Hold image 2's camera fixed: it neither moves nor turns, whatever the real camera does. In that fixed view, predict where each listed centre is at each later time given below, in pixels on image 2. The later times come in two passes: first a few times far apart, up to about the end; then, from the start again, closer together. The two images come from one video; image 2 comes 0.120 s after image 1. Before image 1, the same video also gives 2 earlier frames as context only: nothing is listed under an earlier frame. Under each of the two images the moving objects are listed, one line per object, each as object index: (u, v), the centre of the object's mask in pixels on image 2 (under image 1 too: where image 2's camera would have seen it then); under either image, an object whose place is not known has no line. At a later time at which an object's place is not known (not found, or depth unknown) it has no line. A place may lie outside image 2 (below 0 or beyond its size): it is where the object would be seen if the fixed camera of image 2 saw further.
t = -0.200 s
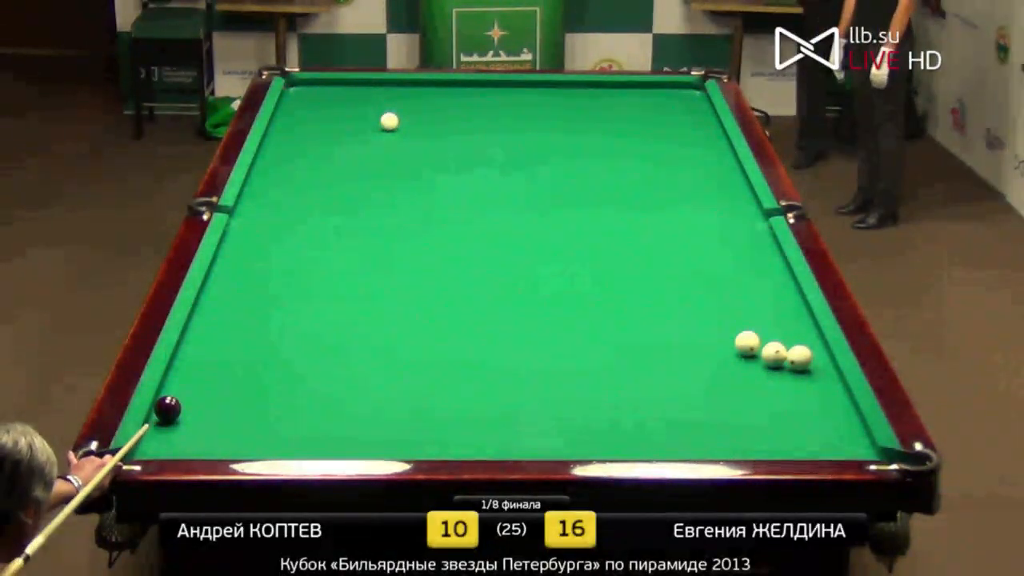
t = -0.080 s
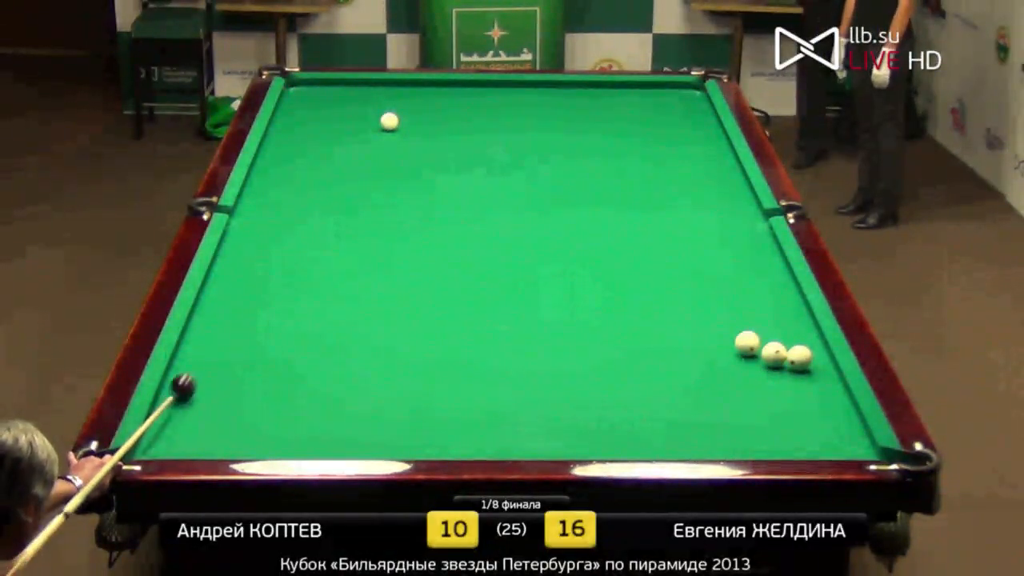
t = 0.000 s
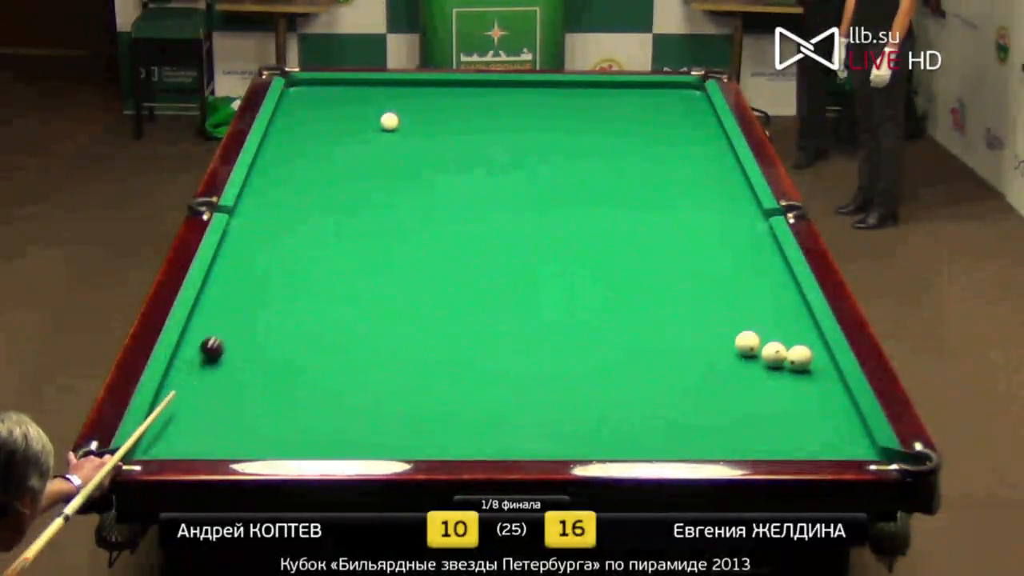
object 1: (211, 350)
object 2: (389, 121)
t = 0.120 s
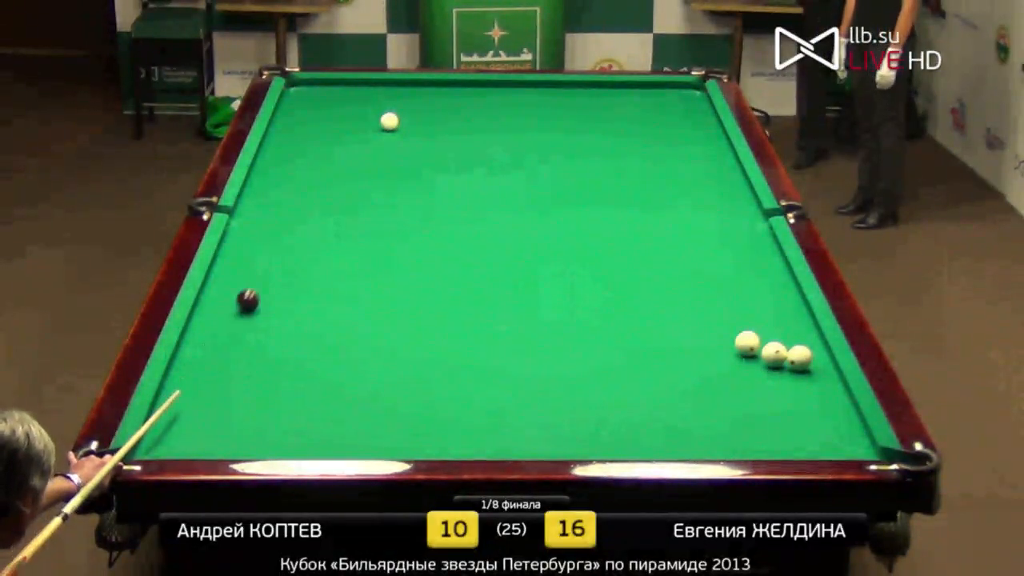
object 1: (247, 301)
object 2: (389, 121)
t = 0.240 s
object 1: (278, 258)
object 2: (389, 121)
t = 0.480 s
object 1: (331, 188)
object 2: (389, 121)
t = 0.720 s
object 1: (372, 131)
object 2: (389, 121)
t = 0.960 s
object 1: (326, 108)
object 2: (464, 99)
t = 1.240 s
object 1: (297, 83)
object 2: (526, 85)
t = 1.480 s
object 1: (316, 91)
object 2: (558, 95)
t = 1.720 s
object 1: (330, 102)
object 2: (591, 104)
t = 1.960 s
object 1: (344, 112)
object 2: (624, 114)
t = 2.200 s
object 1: (358, 123)
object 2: (657, 123)
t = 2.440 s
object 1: (372, 134)
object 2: (691, 133)
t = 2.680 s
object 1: (387, 145)
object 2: (722, 142)
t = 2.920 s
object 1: (402, 156)
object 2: (708, 150)
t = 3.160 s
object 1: (417, 167)
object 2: (694, 158)
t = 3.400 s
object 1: (432, 179)
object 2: (680, 167)
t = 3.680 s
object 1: (450, 192)
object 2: (663, 177)
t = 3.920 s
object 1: (465, 203)
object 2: (650, 185)
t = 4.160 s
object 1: (481, 215)
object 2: (635, 192)
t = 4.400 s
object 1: (496, 227)
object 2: (621, 201)
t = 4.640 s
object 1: (512, 238)
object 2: (608, 208)
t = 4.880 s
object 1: (528, 250)
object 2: (594, 216)
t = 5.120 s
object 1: (544, 261)
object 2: (580, 224)
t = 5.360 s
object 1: (560, 273)
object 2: (566, 231)
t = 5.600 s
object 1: (575, 285)
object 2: (553, 238)
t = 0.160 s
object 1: (258, 286)
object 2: (389, 121)
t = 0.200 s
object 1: (269, 272)
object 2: (389, 121)
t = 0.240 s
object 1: (278, 258)
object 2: (389, 121)
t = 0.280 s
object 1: (289, 245)
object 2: (389, 121)
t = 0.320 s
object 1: (298, 233)
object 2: (389, 121)
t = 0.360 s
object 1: (306, 221)
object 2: (389, 121)
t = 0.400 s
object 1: (315, 209)
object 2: (389, 121)
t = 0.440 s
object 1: (323, 198)
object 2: (389, 121)
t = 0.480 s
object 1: (331, 188)
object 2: (389, 121)
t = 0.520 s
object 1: (338, 177)
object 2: (389, 121)
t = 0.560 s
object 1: (345, 167)
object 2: (389, 121)
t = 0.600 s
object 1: (353, 157)
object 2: (389, 121)
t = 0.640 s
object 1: (359, 148)
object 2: (389, 121)
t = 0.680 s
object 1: (366, 139)
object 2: (389, 121)
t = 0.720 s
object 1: (372, 131)
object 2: (389, 121)
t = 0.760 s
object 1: (372, 124)
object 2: (395, 119)
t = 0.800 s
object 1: (362, 121)
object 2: (410, 115)
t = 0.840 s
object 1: (352, 118)
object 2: (425, 110)
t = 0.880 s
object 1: (342, 115)
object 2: (439, 106)
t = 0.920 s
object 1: (333, 112)
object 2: (452, 102)
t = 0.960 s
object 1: (326, 108)
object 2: (464, 99)
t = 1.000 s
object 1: (318, 104)
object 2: (476, 95)
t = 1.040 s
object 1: (312, 101)
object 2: (486, 92)
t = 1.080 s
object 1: (305, 96)
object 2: (496, 89)
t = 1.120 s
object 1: (299, 93)
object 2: (505, 86)
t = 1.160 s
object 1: (293, 88)
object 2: (514, 83)
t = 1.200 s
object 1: (292, 85)
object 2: (521, 83)
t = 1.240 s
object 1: (297, 83)
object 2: (526, 85)
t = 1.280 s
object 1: (304, 82)
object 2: (531, 87)
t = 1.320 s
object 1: (307, 84)
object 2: (537, 89)
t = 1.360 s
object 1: (308, 86)
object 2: (542, 91)
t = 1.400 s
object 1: (312, 88)
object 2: (547, 92)
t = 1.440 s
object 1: (314, 90)
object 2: (553, 93)
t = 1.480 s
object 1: (316, 91)
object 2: (558, 95)
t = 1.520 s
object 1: (319, 93)
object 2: (563, 97)
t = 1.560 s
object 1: (321, 95)
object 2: (569, 98)
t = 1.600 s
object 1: (323, 97)
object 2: (574, 100)
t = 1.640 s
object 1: (325, 99)
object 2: (579, 101)
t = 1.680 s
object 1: (328, 100)
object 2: (585, 103)
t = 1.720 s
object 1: (330, 102)
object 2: (591, 104)
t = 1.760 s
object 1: (332, 104)
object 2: (596, 106)
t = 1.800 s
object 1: (335, 105)
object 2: (602, 107)
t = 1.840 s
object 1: (337, 107)
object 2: (607, 109)
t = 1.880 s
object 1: (339, 109)
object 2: (613, 111)
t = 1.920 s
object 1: (341, 111)
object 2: (618, 112)
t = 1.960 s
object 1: (344, 112)
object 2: (624, 114)
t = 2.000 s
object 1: (346, 114)
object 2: (629, 115)
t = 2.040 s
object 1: (348, 116)
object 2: (634, 117)
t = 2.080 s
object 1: (351, 118)
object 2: (640, 118)
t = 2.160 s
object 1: (356, 122)
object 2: (651, 122)
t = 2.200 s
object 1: (358, 123)
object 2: (657, 123)
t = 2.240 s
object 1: (360, 125)
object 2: (663, 125)
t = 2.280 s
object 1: (363, 127)
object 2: (668, 126)
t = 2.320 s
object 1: (365, 129)
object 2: (674, 128)
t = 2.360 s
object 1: (367, 130)
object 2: (679, 129)
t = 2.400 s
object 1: (370, 132)
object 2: (685, 131)
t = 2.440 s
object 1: (372, 134)
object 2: (691, 133)
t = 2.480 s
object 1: (375, 136)
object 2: (696, 134)
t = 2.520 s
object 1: (377, 138)
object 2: (702, 136)
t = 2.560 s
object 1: (380, 139)
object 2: (707, 137)
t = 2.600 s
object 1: (382, 141)
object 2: (713, 139)
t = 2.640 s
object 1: (384, 143)
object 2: (719, 141)
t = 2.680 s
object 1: (387, 145)
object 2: (722, 142)
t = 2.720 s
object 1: (389, 147)
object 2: (719, 143)
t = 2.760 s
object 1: (392, 149)
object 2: (717, 145)
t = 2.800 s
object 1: (394, 150)
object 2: (714, 146)
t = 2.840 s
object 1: (397, 152)
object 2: (712, 148)
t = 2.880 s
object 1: (399, 154)
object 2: (710, 149)
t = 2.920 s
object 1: (402, 156)
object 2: (708, 150)
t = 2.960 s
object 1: (404, 158)
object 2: (705, 152)
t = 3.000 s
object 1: (407, 160)
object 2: (703, 153)
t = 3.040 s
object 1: (409, 162)
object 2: (701, 154)
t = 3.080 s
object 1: (412, 164)
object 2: (698, 156)
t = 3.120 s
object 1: (414, 166)
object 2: (696, 157)
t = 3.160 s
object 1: (417, 167)
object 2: (694, 158)
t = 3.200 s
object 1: (419, 169)
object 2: (692, 160)
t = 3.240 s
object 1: (422, 171)
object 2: (689, 161)
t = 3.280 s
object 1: (424, 173)
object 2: (687, 163)
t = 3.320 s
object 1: (427, 175)
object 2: (685, 164)
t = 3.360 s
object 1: (430, 177)
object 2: (682, 165)
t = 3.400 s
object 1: (432, 179)
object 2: (680, 167)
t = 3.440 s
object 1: (436, 181)
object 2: (676, 169)
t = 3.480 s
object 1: (437, 182)
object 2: (675, 170)
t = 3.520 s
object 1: (440, 184)
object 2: (673, 171)
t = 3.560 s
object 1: (442, 186)
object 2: (671, 172)
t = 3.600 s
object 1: (445, 188)
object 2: (668, 174)
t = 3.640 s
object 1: (449, 191)
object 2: (665, 176)
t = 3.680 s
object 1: (450, 192)
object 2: (663, 177)
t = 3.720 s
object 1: (452, 194)
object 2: (661, 178)
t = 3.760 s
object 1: (455, 196)
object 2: (659, 179)
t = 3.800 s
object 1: (458, 198)
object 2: (656, 180)
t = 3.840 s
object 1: (460, 199)
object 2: (654, 182)
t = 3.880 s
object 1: (463, 201)
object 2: (652, 183)
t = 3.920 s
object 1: (465, 203)
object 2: (650, 185)
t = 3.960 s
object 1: (468, 205)
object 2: (647, 186)
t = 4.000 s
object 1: (470, 207)
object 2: (645, 187)
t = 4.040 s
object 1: (473, 209)
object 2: (642, 189)
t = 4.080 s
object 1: (476, 211)
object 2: (640, 190)
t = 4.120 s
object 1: (478, 213)
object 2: (638, 191)
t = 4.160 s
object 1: (481, 215)
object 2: (635, 192)
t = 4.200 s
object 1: (483, 217)
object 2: (633, 194)
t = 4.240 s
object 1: (486, 219)
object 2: (631, 195)
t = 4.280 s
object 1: (489, 221)
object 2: (628, 197)
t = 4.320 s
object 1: (491, 223)
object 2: (626, 198)
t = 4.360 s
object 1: (494, 225)
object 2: (624, 199)
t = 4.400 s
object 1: (496, 227)
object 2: (621, 201)
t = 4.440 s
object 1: (499, 228)
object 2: (619, 202)
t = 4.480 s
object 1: (502, 231)
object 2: (616, 203)
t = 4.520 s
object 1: (504, 233)
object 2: (614, 204)
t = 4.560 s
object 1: (507, 234)
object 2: (612, 206)
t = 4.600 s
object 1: (509, 236)
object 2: (610, 207)
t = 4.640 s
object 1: (512, 238)
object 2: (608, 208)
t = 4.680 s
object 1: (515, 240)
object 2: (605, 210)
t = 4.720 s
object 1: (517, 242)
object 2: (603, 211)
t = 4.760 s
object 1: (520, 244)
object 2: (601, 212)
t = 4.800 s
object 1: (523, 246)
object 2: (598, 214)
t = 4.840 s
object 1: (525, 248)
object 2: (596, 215)
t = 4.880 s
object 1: (528, 250)
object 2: (594, 216)
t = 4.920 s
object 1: (530, 252)
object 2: (591, 218)
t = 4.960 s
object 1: (533, 254)
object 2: (589, 219)
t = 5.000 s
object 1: (536, 255)
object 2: (587, 220)
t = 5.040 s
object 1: (538, 258)
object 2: (584, 221)
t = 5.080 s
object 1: (541, 259)
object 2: (582, 223)
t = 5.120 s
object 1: (544, 261)
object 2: (580, 224)
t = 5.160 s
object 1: (546, 263)
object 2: (577, 225)
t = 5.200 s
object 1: (549, 265)
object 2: (575, 226)
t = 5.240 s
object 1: (552, 267)
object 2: (573, 228)
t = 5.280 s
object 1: (554, 269)
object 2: (571, 229)
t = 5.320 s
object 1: (557, 271)
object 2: (568, 230)
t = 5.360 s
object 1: (560, 273)
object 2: (566, 231)
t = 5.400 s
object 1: (562, 275)
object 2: (564, 232)
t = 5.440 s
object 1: (565, 277)
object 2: (562, 234)
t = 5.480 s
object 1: (567, 279)
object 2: (559, 235)
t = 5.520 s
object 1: (570, 281)
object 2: (557, 236)
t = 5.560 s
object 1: (573, 283)
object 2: (555, 237)
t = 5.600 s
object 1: (575, 285)
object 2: (553, 238)
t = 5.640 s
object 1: (578, 287)
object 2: (551, 240)
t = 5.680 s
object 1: (580, 289)
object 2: (548, 241)
